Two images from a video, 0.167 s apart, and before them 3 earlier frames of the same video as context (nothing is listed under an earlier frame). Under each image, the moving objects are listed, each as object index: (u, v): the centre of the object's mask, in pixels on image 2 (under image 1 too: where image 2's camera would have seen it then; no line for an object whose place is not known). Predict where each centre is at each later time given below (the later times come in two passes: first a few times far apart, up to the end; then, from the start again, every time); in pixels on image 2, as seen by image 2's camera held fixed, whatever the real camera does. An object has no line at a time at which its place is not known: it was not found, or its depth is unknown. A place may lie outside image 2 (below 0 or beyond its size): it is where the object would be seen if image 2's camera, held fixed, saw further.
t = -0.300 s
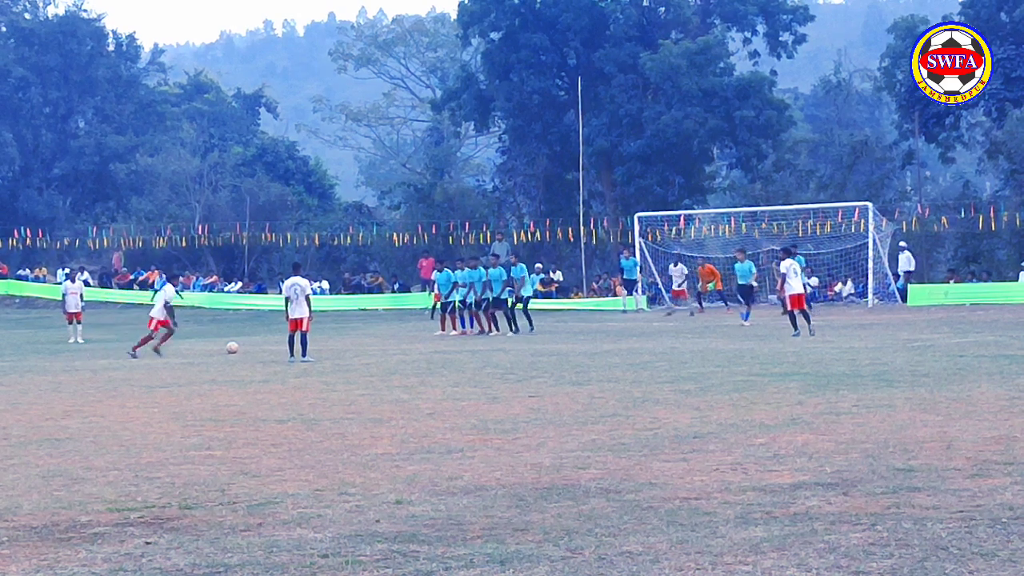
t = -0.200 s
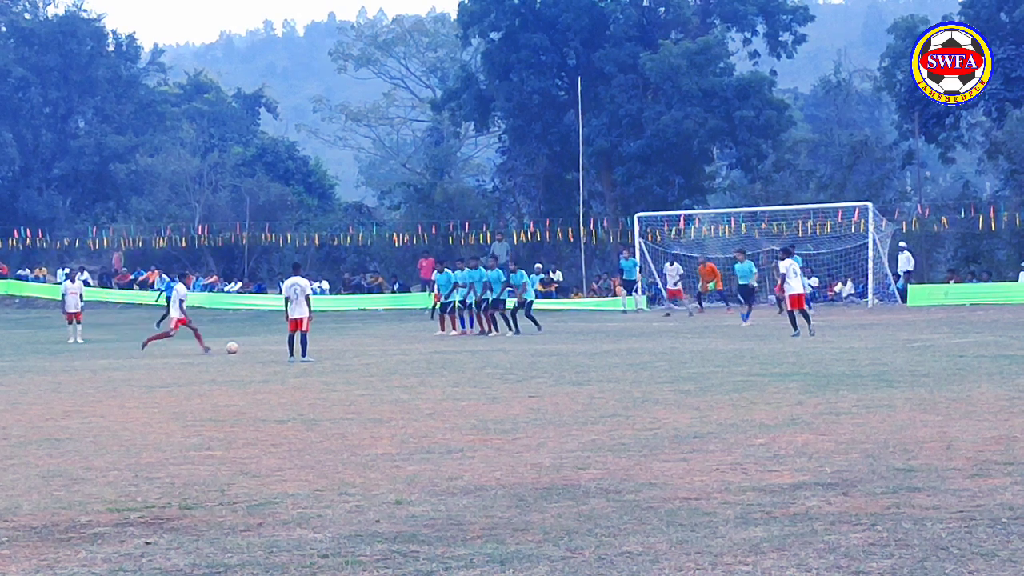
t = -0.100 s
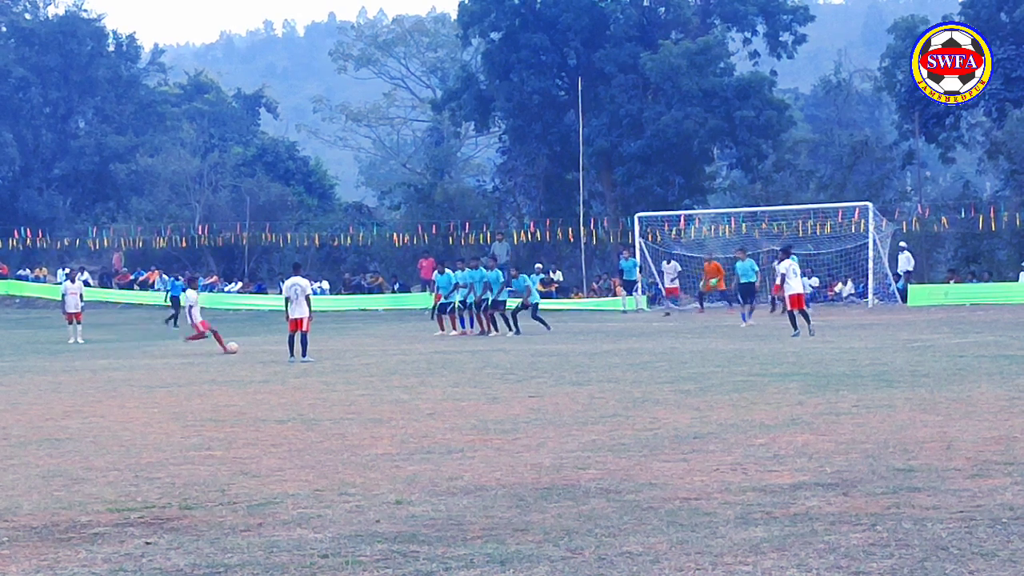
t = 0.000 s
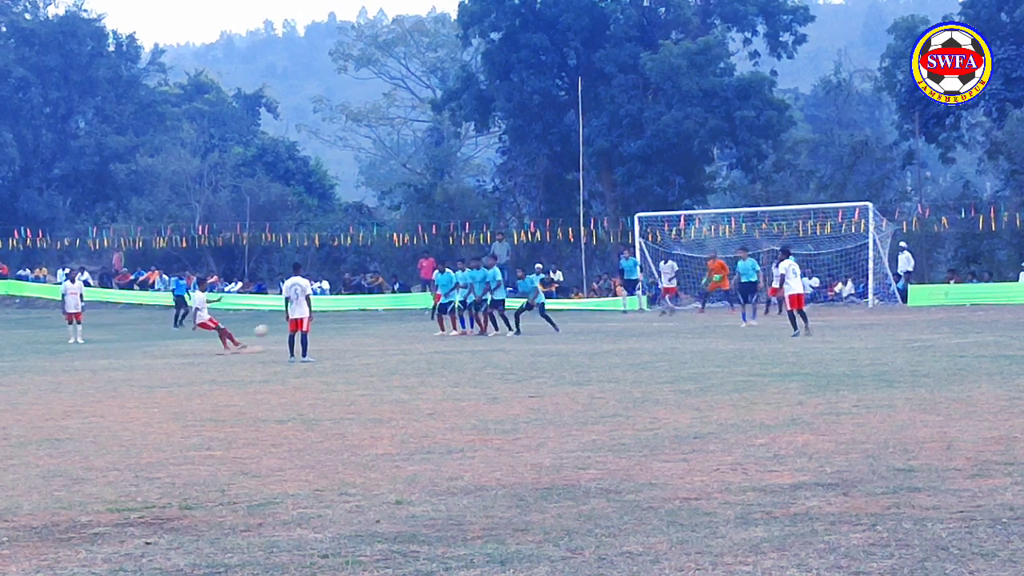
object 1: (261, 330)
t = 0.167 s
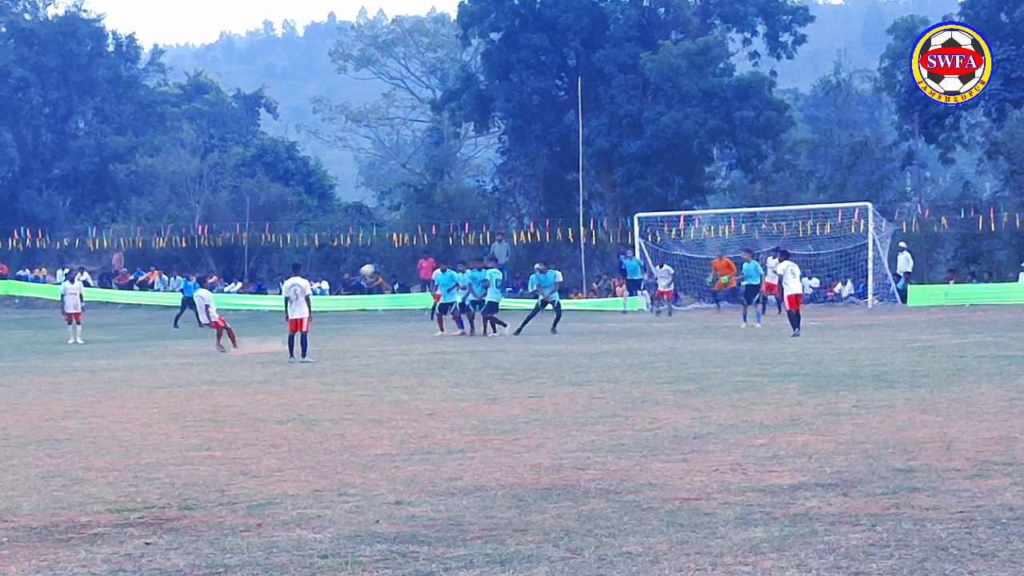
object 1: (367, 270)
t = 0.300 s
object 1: (441, 233)
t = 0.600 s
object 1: (576, 185)
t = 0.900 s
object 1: (680, 172)
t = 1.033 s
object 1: (719, 176)
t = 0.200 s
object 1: (386, 260)
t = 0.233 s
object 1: (405, 251)
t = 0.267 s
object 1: (423, 242)
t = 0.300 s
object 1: (441, 233)
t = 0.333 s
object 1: (457, 226)
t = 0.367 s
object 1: (474, 219)
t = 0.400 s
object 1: (490, 213)
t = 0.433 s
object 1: (505, 207)
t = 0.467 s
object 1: (520, 201)
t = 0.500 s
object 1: (534, 196)
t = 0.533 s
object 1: (548, 192)
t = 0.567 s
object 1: (562, 188)
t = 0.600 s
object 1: (576, 185)
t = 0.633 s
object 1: (589, 182)
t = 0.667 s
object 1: (601, 179)
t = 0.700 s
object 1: (613, 177)
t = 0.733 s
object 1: (625, 175)
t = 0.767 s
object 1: (637, 174)
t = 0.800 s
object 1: (648, 173)
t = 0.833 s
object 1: (659, 172)
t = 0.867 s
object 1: (670, 172)
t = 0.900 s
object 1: (680, 172)
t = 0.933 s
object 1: (690, 173)
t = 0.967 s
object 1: (700, 173)
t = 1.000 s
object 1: (710, 174)
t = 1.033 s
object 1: (719, 176)
